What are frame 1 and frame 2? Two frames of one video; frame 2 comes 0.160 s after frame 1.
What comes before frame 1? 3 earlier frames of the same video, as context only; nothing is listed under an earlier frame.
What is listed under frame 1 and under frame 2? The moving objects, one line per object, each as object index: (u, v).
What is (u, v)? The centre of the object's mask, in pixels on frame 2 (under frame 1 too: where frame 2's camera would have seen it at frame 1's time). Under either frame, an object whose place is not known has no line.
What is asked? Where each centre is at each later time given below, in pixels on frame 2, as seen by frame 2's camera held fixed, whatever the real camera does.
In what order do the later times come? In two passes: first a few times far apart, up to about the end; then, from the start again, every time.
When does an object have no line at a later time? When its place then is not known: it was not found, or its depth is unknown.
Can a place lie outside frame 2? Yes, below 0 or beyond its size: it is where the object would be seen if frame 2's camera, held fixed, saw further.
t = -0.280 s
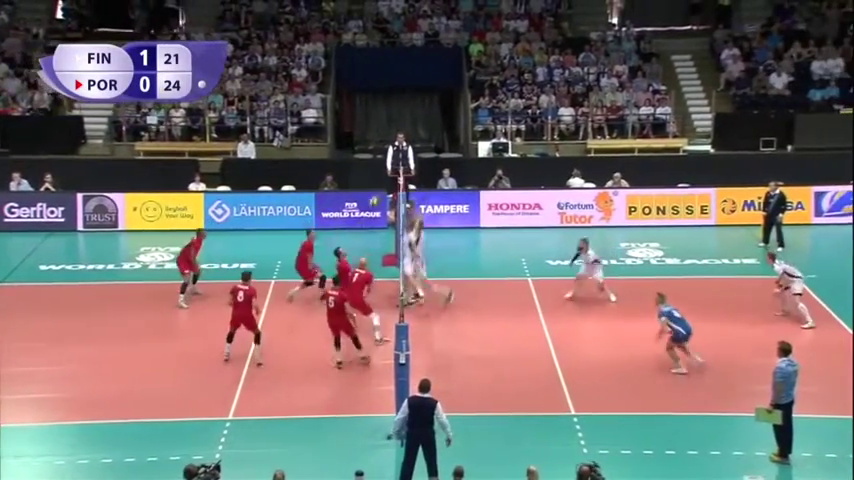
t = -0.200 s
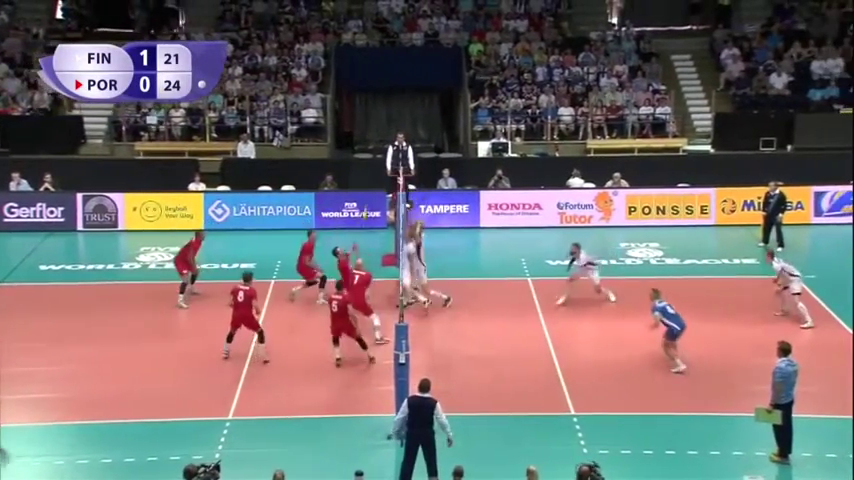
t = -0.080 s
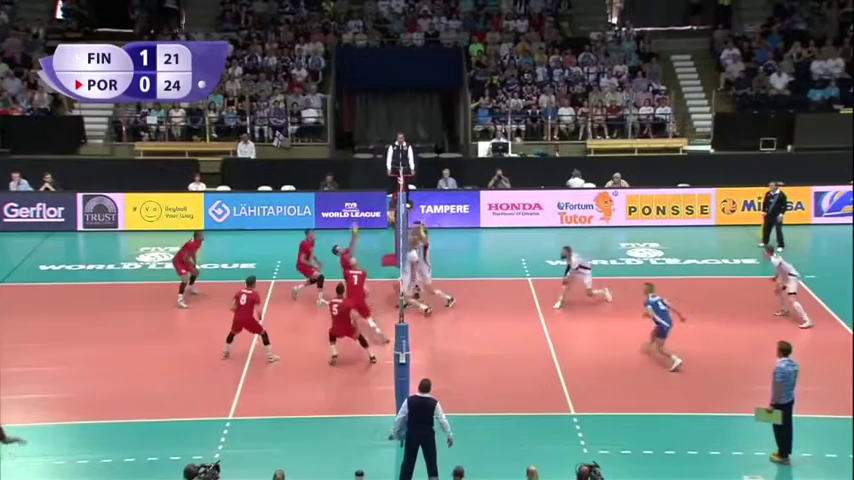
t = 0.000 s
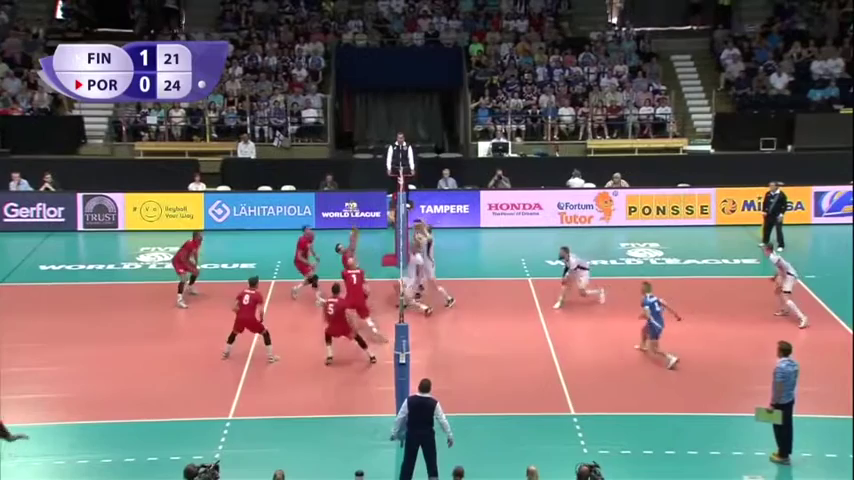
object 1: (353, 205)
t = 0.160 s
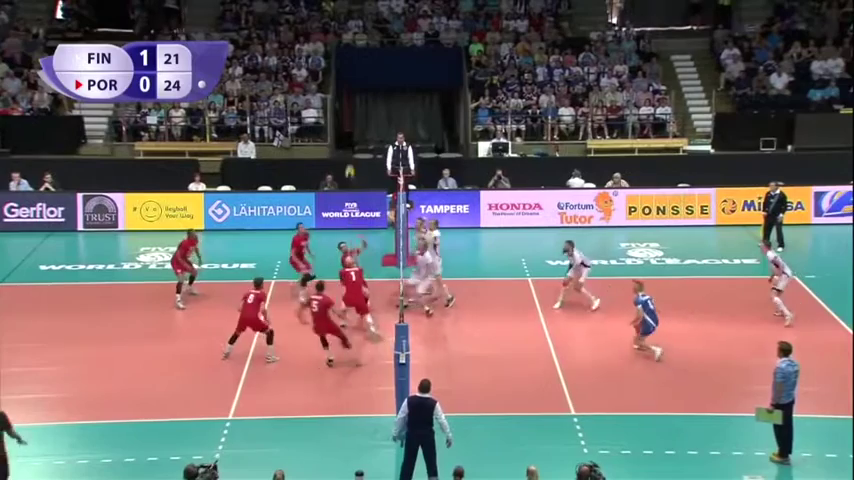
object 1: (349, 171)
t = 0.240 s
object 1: (346, 157)
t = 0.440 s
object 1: (340, 136)
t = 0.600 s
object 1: (337, 132)
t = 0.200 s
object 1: (348, 164)
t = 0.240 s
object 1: (346, 157)
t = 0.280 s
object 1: (345, 151)
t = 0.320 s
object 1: (344, 146)
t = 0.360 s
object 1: (342, 142)
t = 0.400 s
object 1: (341, 138)
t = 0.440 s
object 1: (340, 136)
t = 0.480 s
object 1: (340, 133)
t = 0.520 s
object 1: (339, 132)
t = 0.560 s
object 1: (338, 132)
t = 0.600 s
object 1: (337, 132)
